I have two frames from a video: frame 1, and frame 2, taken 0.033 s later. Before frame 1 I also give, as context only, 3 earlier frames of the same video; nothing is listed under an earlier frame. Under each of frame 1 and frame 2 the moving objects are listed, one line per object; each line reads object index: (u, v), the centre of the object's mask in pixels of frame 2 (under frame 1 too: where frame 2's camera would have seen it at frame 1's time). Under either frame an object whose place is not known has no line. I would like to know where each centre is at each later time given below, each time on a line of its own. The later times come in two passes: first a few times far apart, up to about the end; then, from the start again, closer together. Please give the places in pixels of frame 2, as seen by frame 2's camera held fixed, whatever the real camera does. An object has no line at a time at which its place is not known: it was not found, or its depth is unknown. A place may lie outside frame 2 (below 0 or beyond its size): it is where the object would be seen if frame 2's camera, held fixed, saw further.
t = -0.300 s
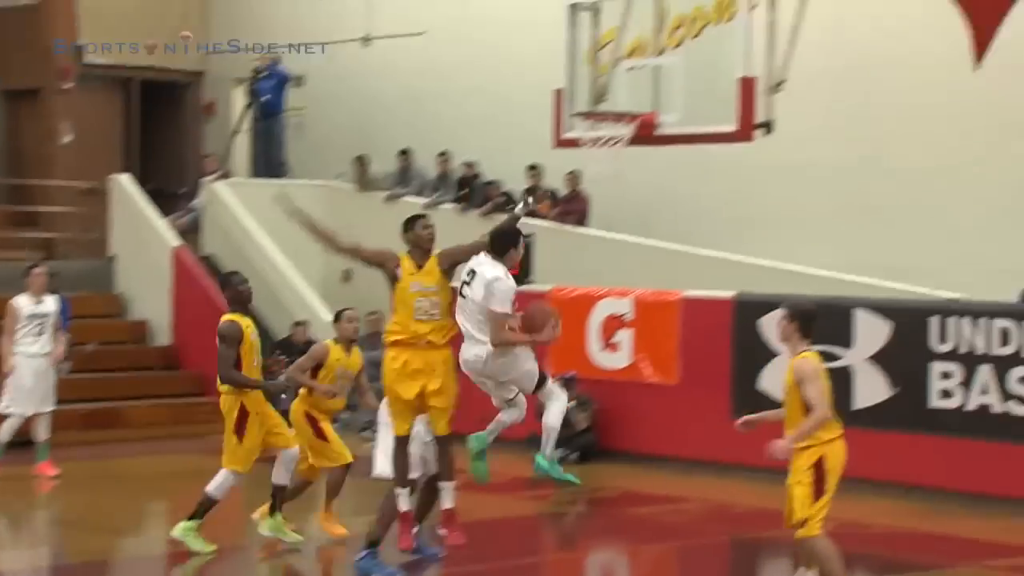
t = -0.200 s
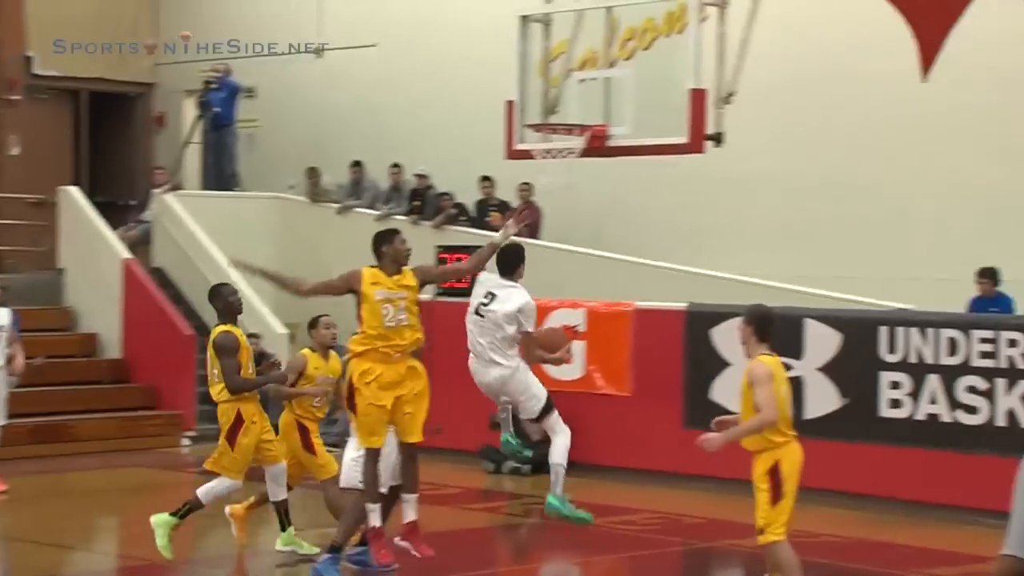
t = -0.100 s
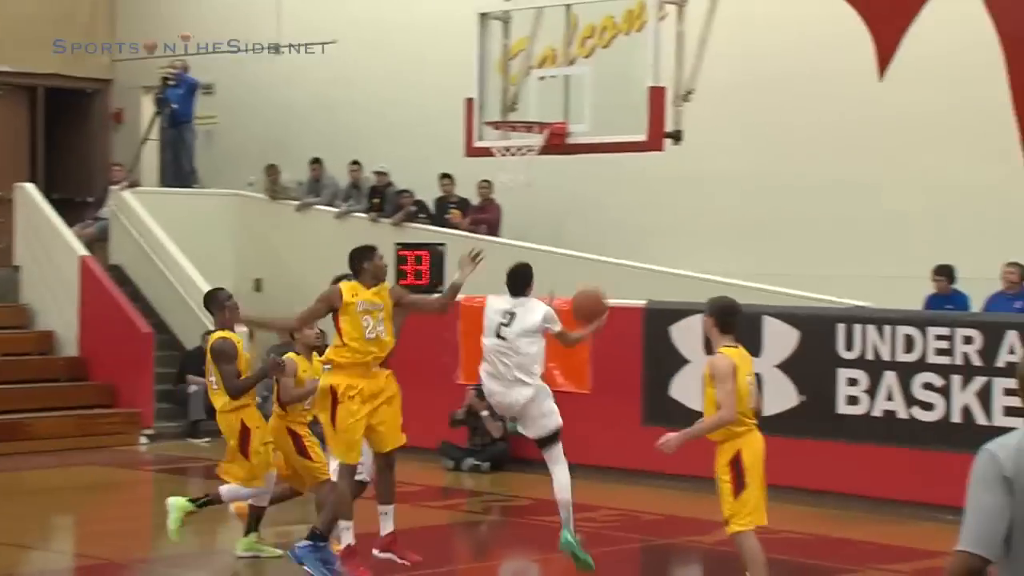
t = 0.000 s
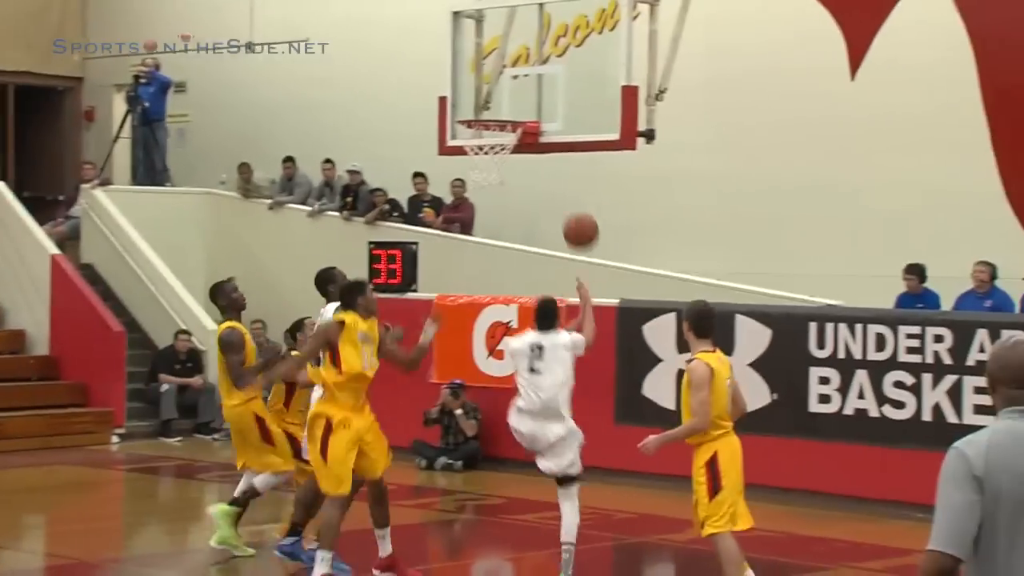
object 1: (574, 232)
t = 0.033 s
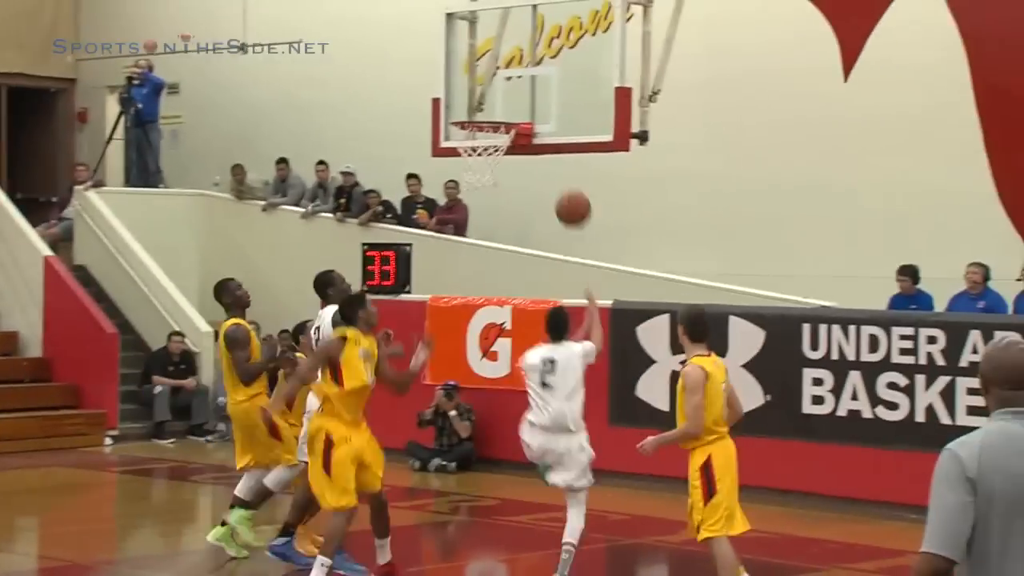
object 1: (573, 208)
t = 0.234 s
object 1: (566, 102)
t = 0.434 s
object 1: (560, 58)
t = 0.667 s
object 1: (526, 54)
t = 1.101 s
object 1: (465, 182)
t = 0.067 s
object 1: (572, 186)
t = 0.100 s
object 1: (571, 166)
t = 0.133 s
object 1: (570, 148)
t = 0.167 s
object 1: (568, 130)
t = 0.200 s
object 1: (567, 116)
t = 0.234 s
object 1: (566, 102)
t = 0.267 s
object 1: (565, 91)
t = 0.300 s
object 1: (564, 81)
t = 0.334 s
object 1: (563, 73)
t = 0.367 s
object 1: (562, 66)
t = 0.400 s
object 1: (561, 61)
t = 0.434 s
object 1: (560, 58)
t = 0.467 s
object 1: (558, 56)
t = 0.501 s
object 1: (557, 56)
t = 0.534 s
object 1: (553, 53)
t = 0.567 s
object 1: (546, 51)
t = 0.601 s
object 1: (540, 50)
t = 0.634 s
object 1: (533, 51)
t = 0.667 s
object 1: (526, 54)
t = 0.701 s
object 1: (520, 58)
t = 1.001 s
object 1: (463, 156)
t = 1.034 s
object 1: (463, 170)
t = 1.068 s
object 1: (464, 174)
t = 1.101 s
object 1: (465, 182)
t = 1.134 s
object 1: (467, 194)
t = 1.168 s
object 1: (465, 207)
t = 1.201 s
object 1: (466, 221)
